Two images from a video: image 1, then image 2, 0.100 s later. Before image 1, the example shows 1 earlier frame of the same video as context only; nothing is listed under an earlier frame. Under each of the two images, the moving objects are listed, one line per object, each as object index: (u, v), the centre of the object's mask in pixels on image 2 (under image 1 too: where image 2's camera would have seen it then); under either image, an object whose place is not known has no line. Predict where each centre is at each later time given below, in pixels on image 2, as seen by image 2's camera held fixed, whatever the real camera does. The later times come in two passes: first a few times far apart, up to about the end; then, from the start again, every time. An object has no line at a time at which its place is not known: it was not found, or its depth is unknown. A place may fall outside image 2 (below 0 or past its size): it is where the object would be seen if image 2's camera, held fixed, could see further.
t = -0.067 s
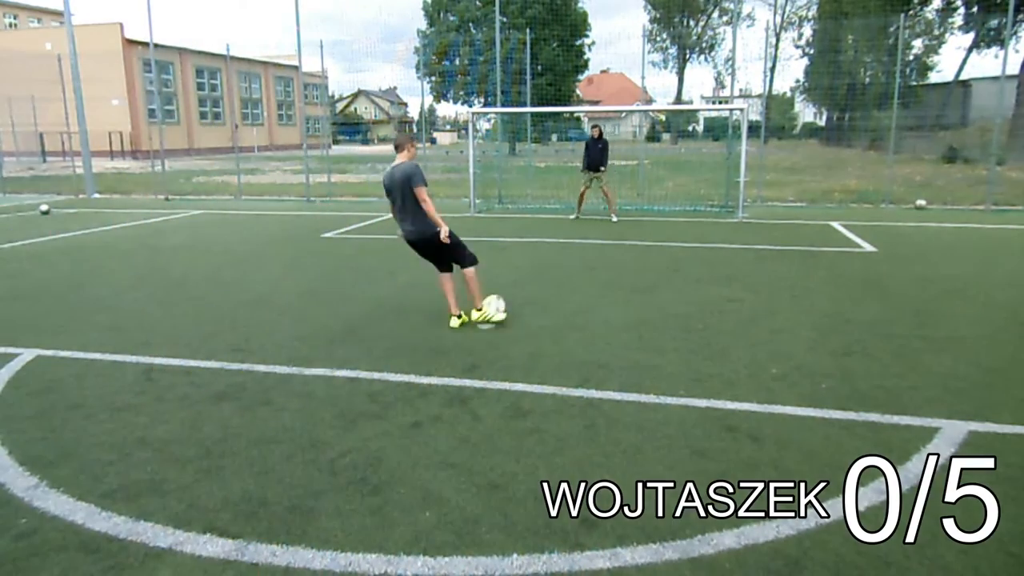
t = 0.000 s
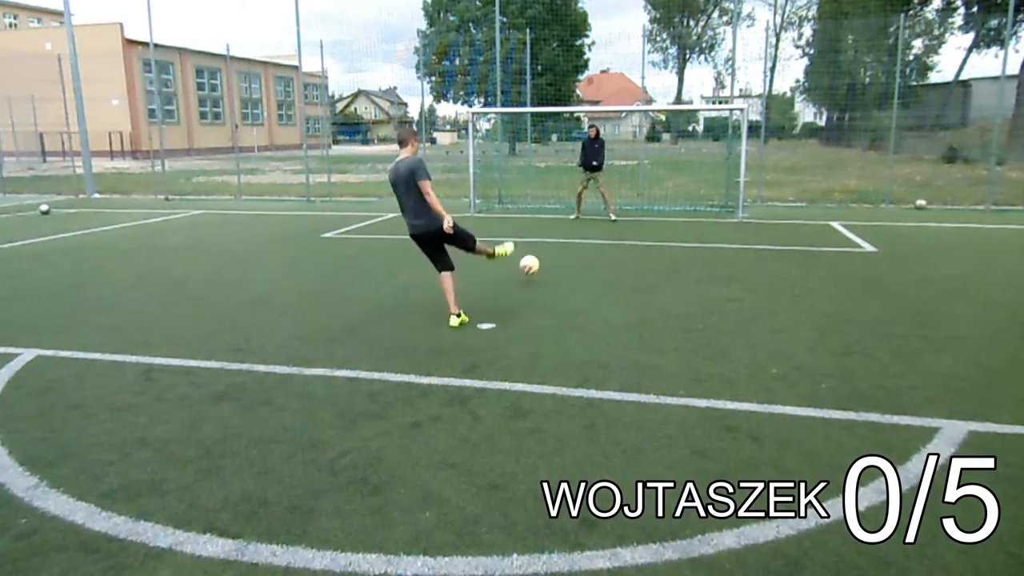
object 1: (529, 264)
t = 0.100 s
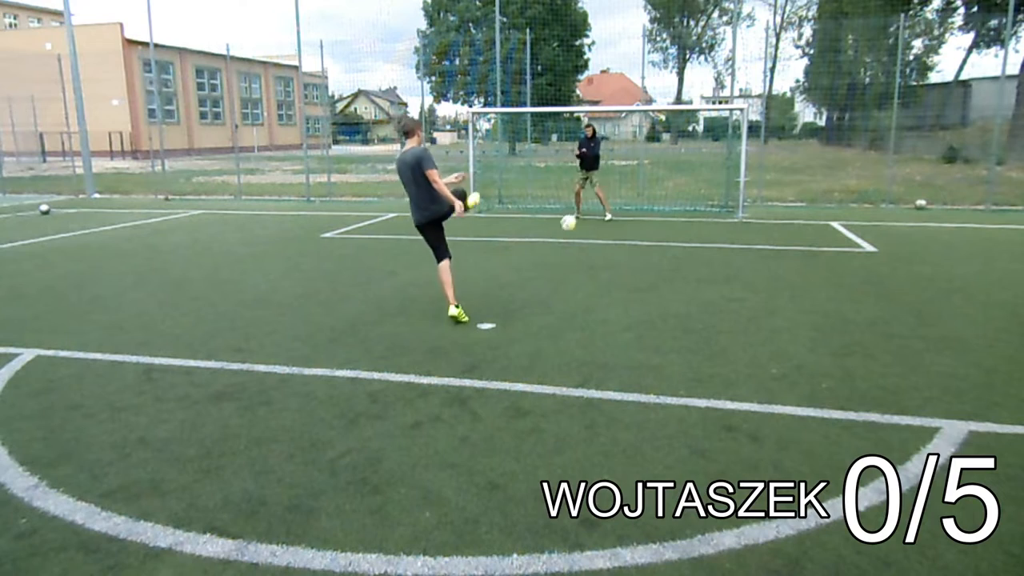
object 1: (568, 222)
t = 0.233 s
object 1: (608, 195)
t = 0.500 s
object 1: (658, 189)
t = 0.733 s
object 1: (670, 193)
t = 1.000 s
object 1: (678, 205)
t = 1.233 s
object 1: (684, 207)
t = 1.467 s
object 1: (689, 210)
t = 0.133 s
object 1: (581, 212)
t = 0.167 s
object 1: (590, 204)
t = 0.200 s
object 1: (600, 199)
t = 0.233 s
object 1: (608, 195)
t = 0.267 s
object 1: (616, 192)
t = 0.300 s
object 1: (624, 190)
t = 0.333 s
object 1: (631, 189)
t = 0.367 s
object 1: (638, 189)
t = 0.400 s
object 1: (644, 189)
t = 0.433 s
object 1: (650, 188)
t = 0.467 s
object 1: (654, 189)
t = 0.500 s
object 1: (658, 189)
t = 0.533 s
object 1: (661, 189)
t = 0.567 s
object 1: (663, 189)
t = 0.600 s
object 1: (665, 189)
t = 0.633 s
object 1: (667, 190)
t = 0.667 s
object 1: (668, 190)
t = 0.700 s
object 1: (669, 191)
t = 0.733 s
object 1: (670, 193)
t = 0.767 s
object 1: (672, 195)
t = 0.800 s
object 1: (673, 198)
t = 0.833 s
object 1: (673, 200)
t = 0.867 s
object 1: (675, 204)
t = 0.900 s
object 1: (676, 205)
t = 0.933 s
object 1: (677, 205)
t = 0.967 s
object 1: (677, 205)
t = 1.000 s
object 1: (678, 205)
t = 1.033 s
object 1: (679, 206)
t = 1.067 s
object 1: (680, 206)
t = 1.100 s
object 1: (681, 206)
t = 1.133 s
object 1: (682, 207)
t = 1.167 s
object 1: (683, 207)
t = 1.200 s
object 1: (684, 208)
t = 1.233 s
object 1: (684, 207)
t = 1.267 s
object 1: (685, 208)
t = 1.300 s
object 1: (686, 208)
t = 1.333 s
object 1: (686, 209)
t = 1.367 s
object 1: (687, 209)
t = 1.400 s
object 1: (687, 209)
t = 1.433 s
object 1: (688, 209)
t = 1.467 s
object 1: (689, 210)
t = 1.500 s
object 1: (690, 210)
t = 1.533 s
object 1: (690, 210)
